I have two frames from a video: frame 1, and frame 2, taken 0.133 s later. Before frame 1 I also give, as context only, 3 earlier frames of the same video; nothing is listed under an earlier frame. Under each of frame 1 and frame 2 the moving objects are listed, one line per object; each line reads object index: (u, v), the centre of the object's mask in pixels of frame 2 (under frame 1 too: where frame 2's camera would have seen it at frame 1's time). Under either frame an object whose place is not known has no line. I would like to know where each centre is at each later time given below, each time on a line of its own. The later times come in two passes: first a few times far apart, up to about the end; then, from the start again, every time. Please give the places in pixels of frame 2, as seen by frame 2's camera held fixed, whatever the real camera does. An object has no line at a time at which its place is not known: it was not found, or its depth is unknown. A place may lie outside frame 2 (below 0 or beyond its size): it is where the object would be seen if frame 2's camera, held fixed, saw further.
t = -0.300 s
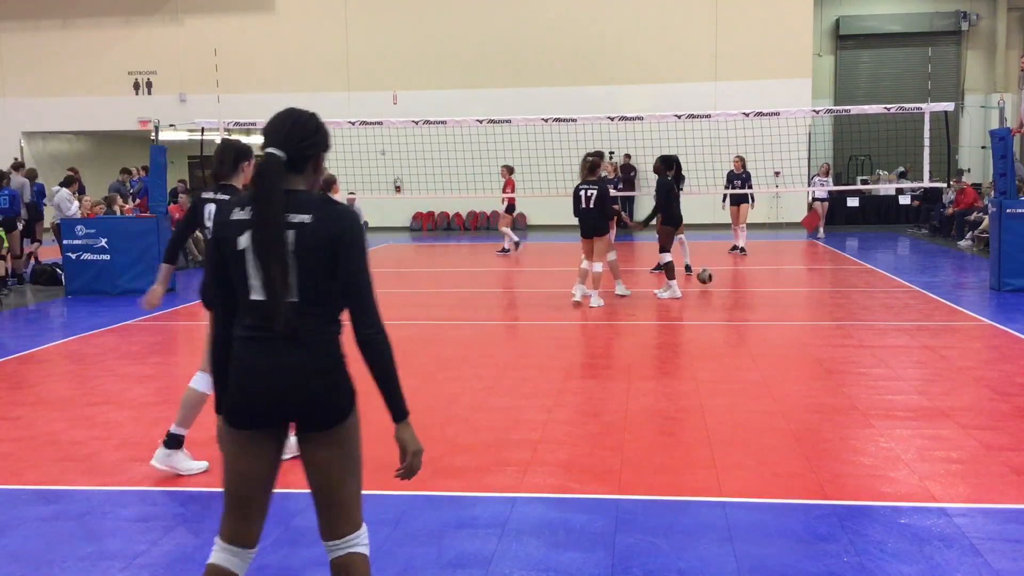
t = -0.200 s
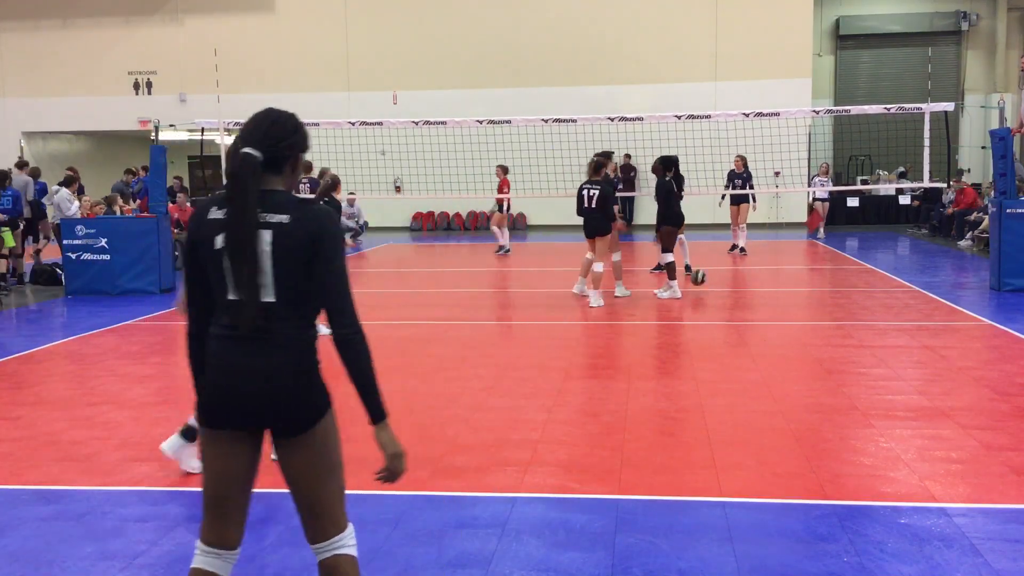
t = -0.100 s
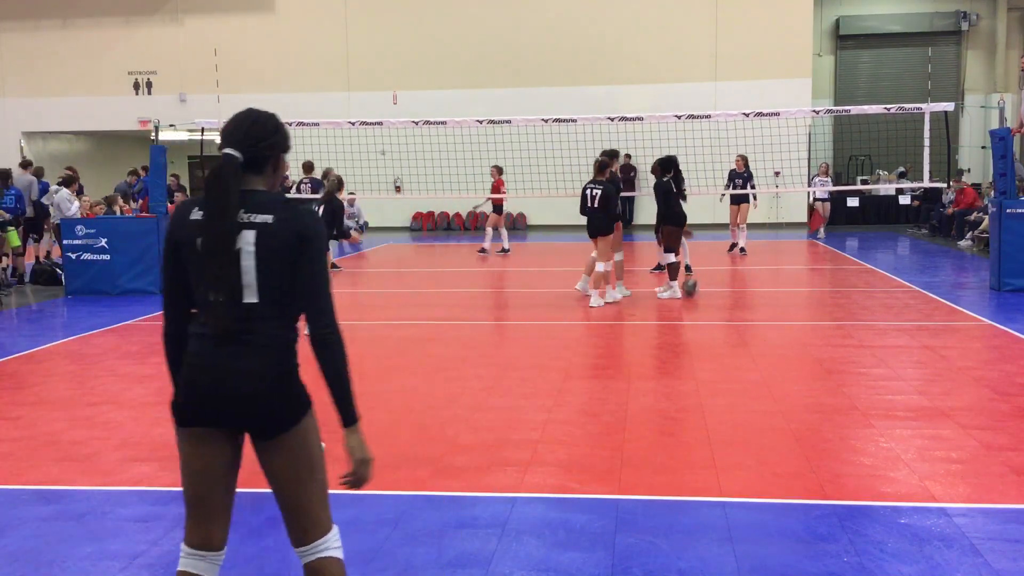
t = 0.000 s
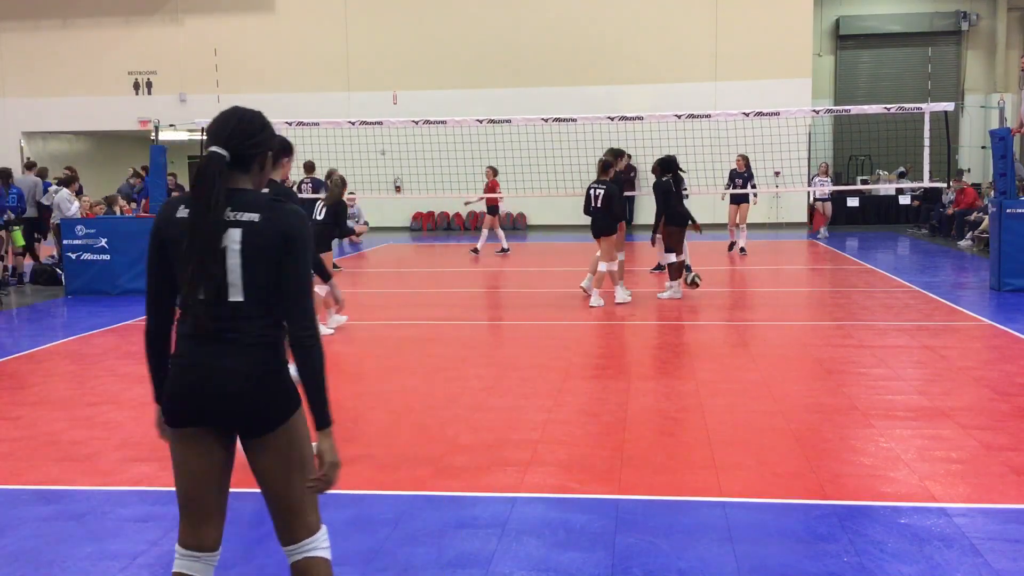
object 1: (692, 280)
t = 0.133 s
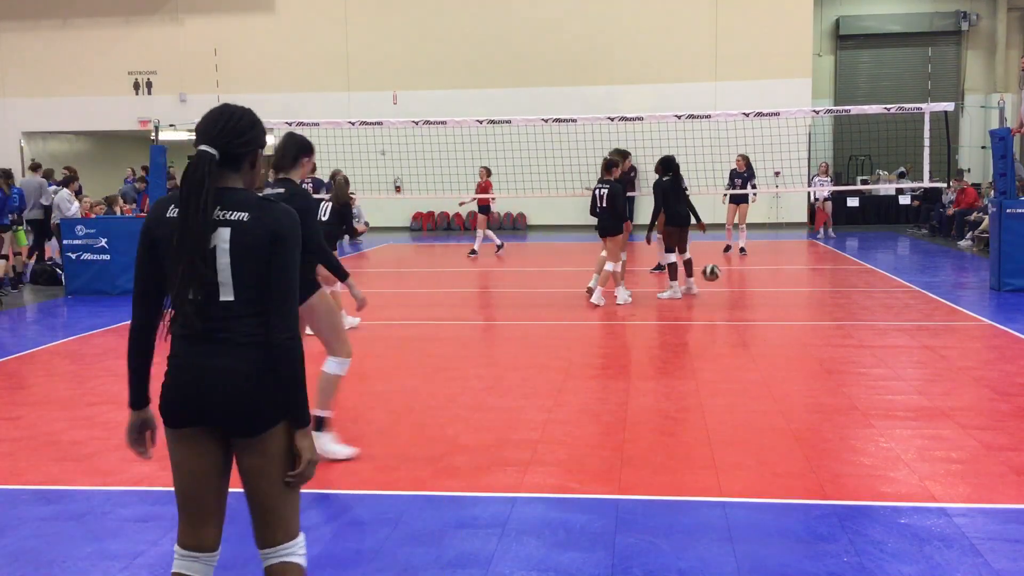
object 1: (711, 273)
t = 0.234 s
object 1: (725, 276)
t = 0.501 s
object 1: (757, 291)
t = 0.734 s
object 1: (778, 306)
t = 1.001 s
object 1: (804, 316)
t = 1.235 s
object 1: (829, 327)
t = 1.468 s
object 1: (856, 342)
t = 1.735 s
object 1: (892, 357)
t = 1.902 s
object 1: (916, 368)
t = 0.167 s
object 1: (715, 273)
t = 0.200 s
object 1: (720, 274)
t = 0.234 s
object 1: (725, 276)
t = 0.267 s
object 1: (729, 279)
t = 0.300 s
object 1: (734, 283)
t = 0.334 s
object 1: (739, 288)
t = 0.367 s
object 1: (744, 294)
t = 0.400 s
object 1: (749, 300)
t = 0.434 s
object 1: (751, 296)
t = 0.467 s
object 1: (755, 293)
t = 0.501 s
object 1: (757, 291)
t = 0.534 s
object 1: (760, 290)
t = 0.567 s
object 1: (763, 291)
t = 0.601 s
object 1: (766, 291)
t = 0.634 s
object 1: (768, 294)
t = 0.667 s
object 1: (772, 297)
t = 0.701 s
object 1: (775, 301)
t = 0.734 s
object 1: (778, 306)
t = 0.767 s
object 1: (782, 313)
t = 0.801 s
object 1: (785, 310)
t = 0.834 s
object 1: (788, 309)
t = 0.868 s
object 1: (791, 308)
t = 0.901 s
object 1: (794, 308)
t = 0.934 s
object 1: (798, 310)
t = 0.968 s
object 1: (801, 312)
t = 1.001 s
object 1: (804, 316)
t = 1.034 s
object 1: (808, 321)
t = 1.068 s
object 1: (812, 322)
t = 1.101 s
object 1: (815, 321)
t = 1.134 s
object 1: (819, 320)
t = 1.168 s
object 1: (822, 321)
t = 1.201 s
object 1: (826, 323)
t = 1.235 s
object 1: (829, 327)
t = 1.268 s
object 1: (833, 332)
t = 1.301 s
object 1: (837, 333)
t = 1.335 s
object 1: (840, 332)
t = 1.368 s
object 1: (844, 333)
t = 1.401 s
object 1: (848, 335)
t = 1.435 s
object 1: (852, 339)
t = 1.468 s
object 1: (856, 342)
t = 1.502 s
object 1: (861, 342)
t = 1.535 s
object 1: (864, 343)
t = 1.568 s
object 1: (869, 345)
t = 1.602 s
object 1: (873, 350)
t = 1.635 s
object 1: (878, 350)
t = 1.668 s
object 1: (882, 352)
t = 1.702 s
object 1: (887, 355)
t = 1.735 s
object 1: (892, 357)
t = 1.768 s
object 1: (896, 359)
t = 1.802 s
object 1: (901, 361)
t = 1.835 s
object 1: (906, 364)
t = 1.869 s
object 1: (911, 366)
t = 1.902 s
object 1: (916, 368)
